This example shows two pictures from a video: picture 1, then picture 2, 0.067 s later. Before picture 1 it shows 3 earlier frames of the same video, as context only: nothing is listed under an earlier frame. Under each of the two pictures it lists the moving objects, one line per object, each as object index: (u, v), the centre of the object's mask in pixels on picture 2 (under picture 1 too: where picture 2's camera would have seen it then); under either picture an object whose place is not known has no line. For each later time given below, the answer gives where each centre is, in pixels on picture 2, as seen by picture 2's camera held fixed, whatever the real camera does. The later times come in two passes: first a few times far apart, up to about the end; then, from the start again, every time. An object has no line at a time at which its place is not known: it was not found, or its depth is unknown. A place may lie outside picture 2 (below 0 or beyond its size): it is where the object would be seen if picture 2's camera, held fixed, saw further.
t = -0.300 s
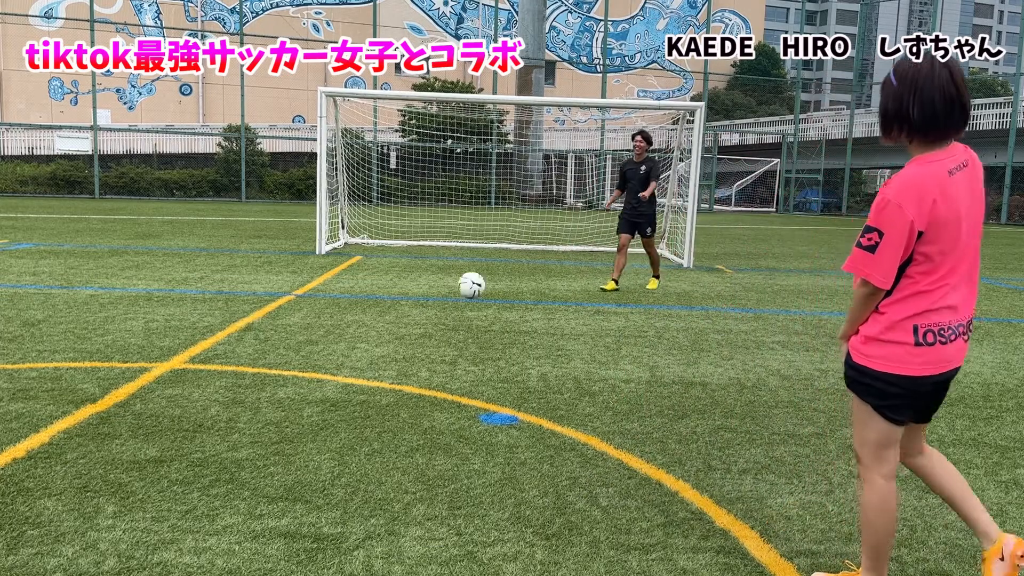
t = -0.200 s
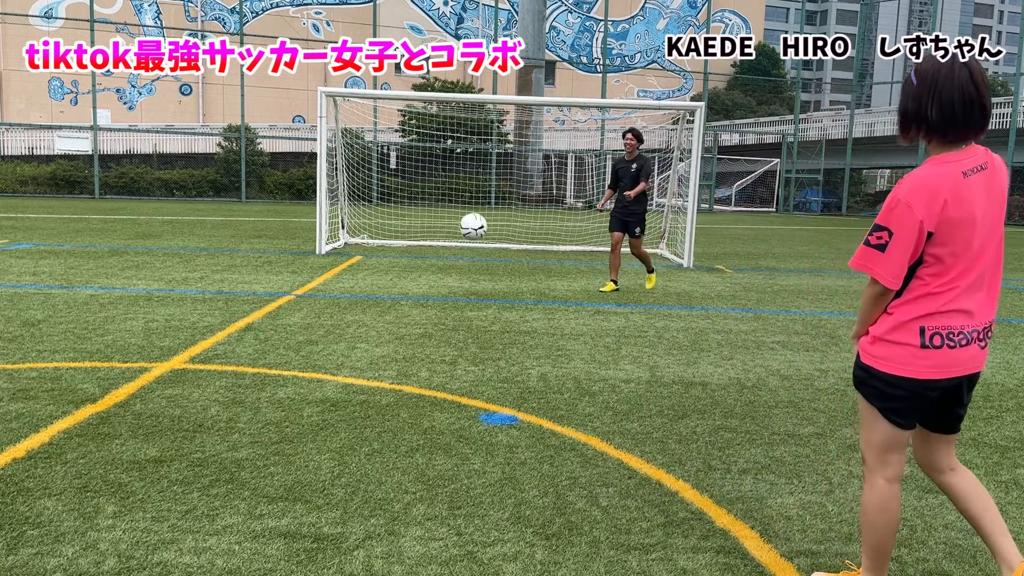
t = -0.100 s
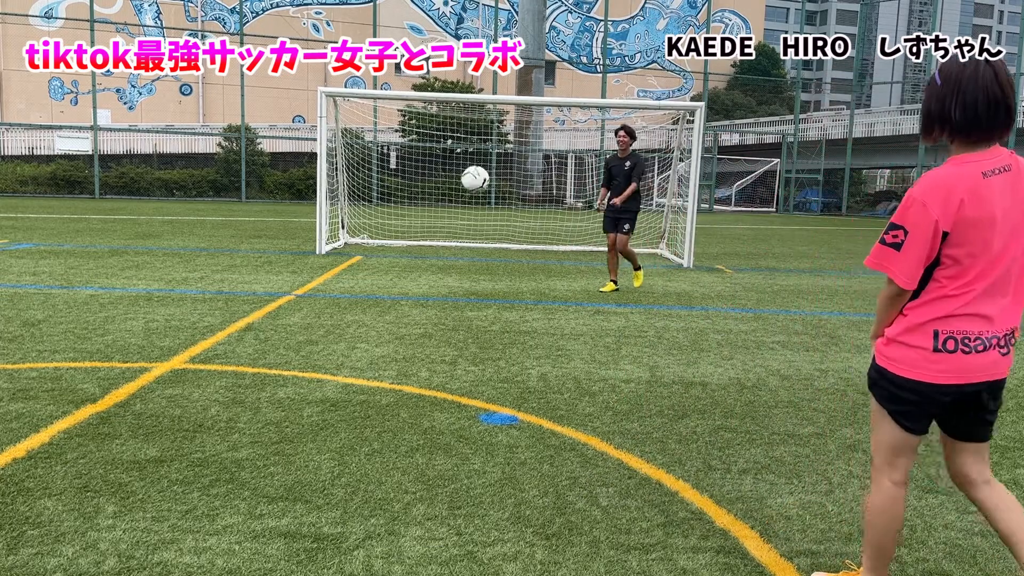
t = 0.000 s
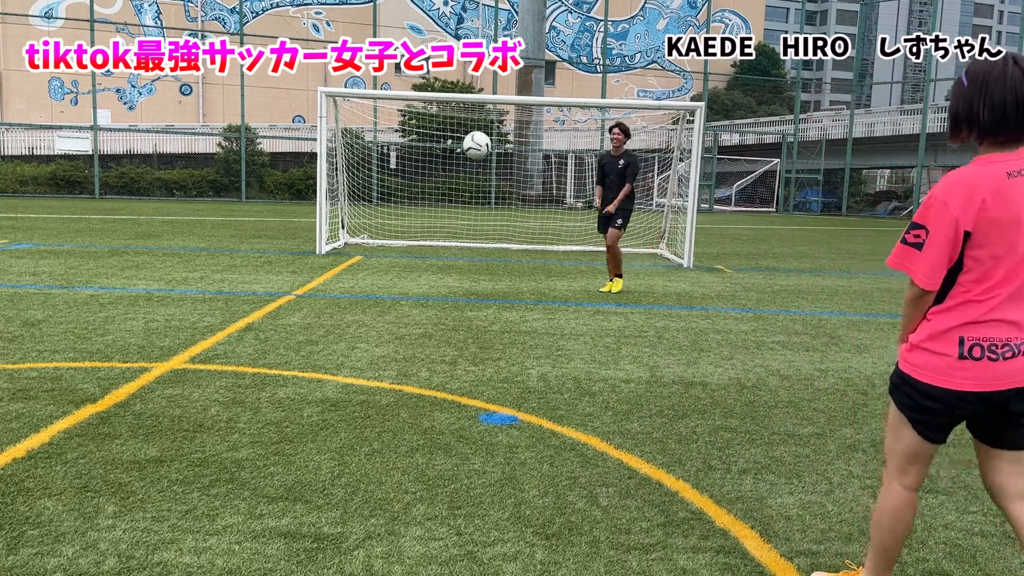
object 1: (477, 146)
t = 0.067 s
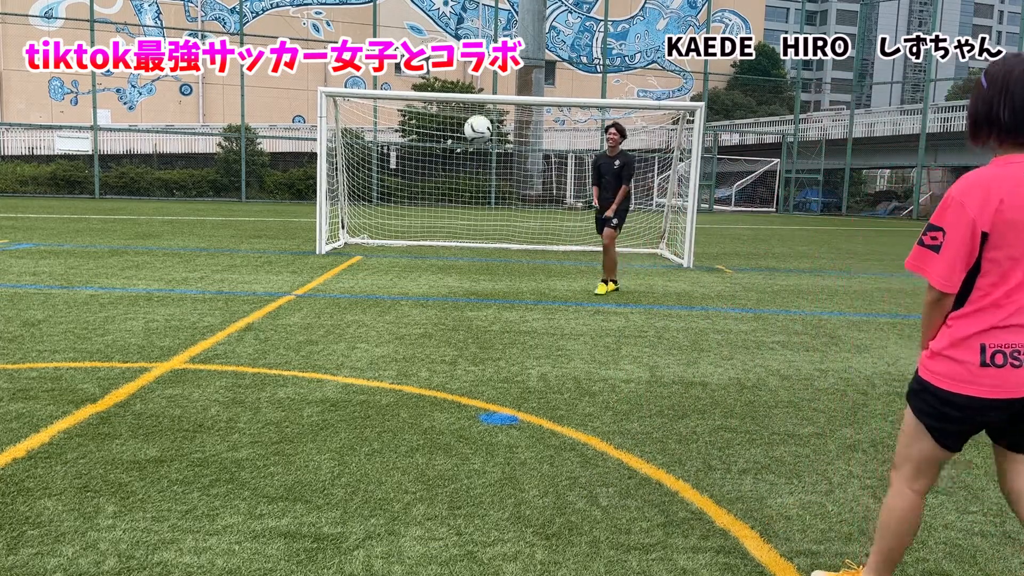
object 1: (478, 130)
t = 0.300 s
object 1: (481, 118)
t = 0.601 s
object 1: (483, 200)
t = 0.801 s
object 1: (483, 311)
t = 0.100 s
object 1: (478, 124)
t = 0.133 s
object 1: (479, 119)
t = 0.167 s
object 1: (479, 116)
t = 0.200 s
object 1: (480, 115)
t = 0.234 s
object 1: (480, 114)
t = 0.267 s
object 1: (481, 115)
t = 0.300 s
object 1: (481, 118)
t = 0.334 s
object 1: (481, 122)
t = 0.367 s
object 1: (482, 127)
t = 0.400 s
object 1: (482, 133)
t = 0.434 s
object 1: (482, 141)
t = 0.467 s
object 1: (483, 151)
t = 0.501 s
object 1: (482, 161)
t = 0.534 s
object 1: (483, 174)
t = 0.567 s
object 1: (483, 187)
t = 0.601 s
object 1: (483, 200)
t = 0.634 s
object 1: (483, 216)
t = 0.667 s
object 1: (483, 233)
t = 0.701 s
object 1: (483, 251)
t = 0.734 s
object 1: (482, 269)
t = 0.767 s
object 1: (483, 289)
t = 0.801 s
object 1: (483, 311)
